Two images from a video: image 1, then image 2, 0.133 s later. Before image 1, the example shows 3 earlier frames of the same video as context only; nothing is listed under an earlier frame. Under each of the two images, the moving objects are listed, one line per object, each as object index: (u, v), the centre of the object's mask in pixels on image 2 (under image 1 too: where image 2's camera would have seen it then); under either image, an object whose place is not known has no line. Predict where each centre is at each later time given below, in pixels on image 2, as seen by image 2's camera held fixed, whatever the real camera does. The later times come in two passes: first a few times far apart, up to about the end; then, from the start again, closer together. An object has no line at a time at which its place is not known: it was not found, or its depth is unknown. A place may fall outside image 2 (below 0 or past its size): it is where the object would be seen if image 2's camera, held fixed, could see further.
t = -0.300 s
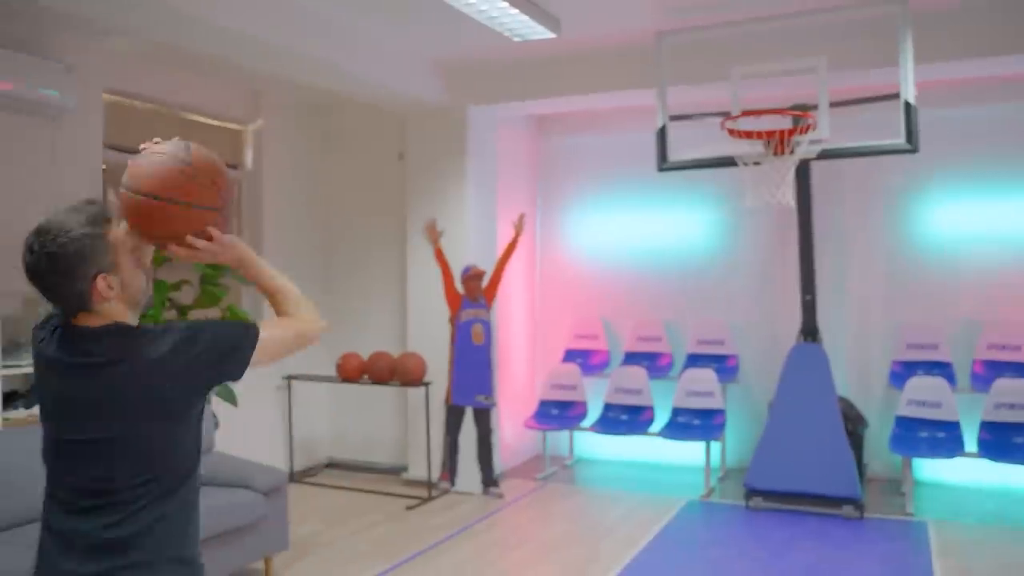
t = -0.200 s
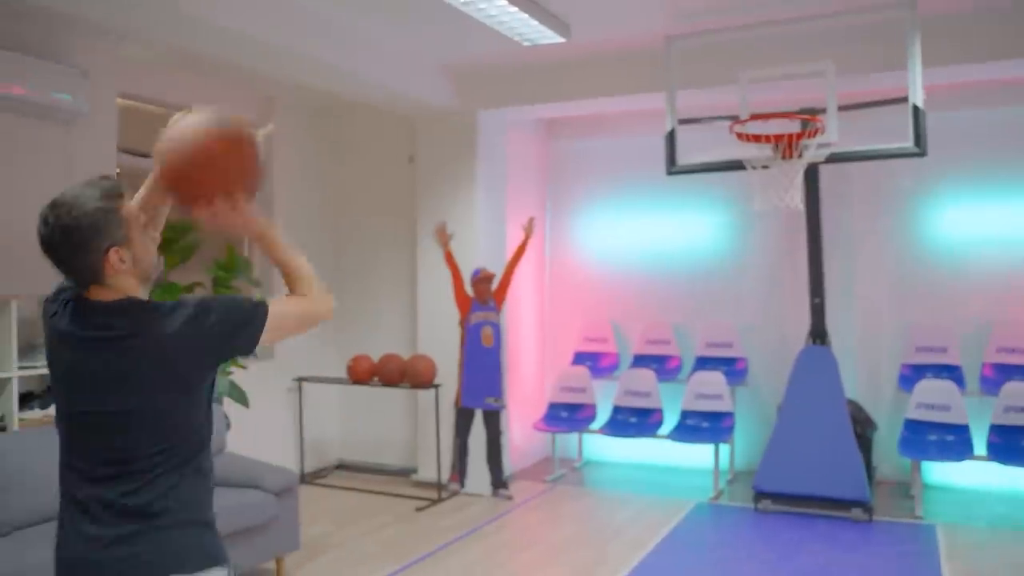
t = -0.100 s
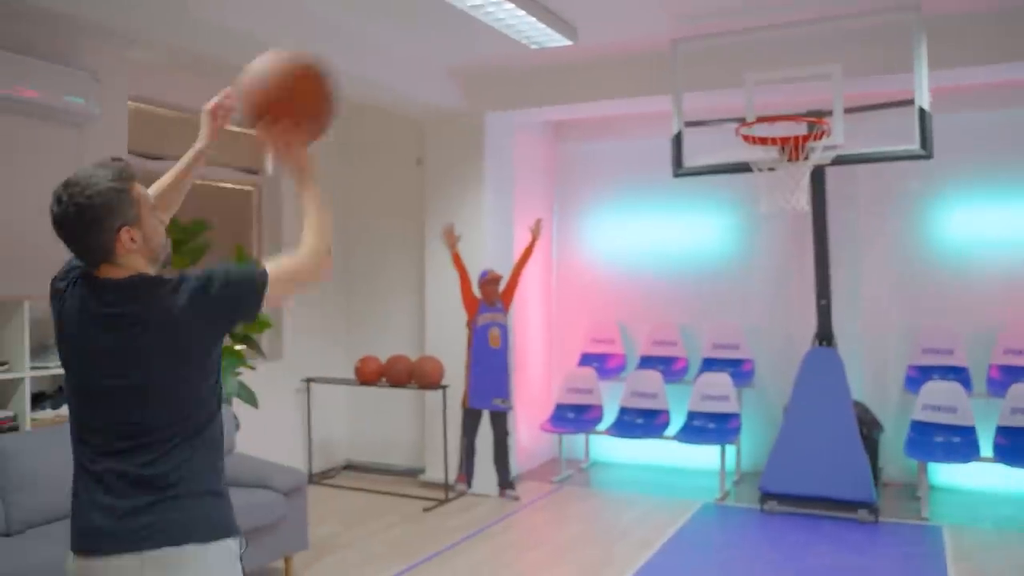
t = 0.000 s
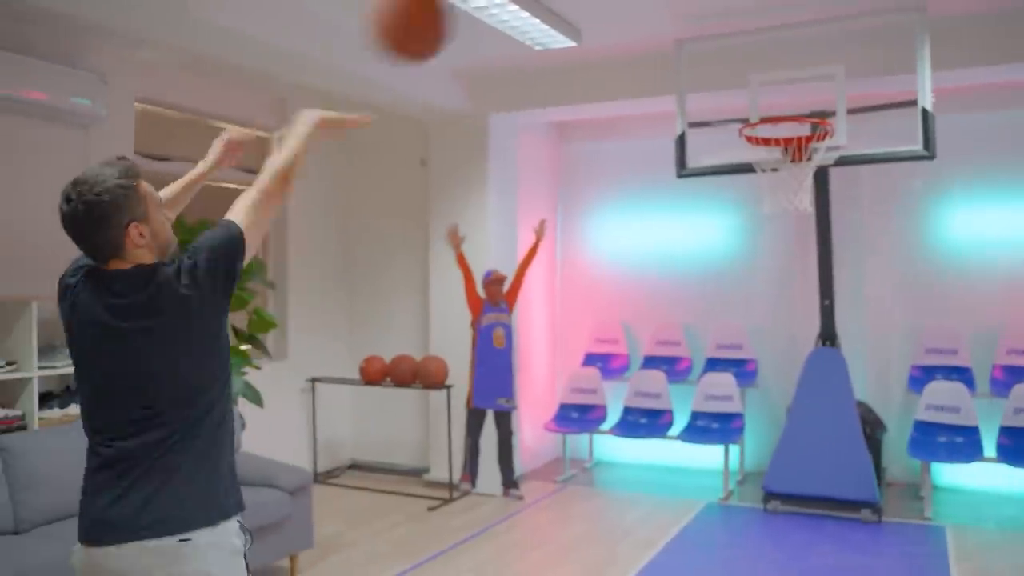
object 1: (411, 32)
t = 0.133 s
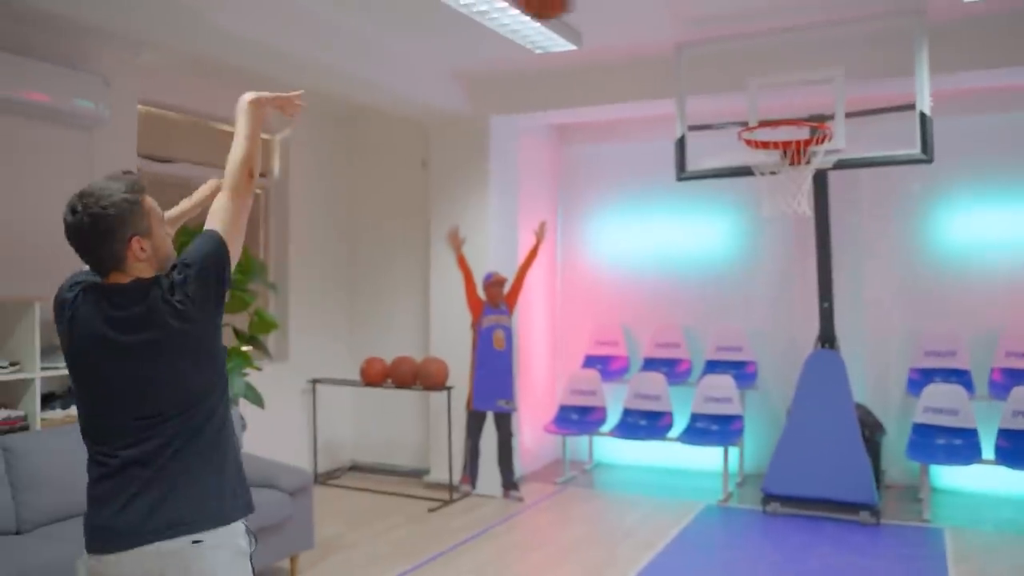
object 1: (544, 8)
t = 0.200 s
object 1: (594, 6)
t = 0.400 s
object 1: (707, 47)
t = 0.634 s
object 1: (756, 68)
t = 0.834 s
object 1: (757, 59)
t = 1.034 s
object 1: (765, 103)
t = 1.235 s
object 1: (793, 135)
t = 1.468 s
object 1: (810, 220)
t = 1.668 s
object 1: (817, 348)
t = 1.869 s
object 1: (822, 542)
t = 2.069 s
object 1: (820, 421)
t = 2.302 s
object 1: (813, 365)
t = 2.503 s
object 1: (807, 391)
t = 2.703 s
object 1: (800, 488)
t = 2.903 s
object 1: (795, 484)
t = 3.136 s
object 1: (791, 448)
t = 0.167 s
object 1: (572, 7)
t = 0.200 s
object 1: (594, 6)
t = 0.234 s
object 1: (618, 7)
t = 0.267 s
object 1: (639, 10)
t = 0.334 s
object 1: (676, 19)
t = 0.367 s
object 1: (693, 32)
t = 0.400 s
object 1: (707, 47)
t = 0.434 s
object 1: (723, 64)
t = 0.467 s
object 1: (737, 81)
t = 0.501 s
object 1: (749, 100)
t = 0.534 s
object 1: (755, 100)
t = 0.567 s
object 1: (756, 87)
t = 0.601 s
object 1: (756, 76)
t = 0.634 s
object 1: (756, 68)
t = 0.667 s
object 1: (756, 62)
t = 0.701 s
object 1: (756, 57)
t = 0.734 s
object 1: (756, 55)
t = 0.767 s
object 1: (756, 54)
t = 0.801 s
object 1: (756, 56)
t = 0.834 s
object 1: (757, 59)
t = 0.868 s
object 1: (757, 65)
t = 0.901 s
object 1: (757, 73)
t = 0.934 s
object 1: (758, 84)
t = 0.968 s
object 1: (759, 96)
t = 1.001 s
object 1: (761, 104)
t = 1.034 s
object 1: (765, 103)
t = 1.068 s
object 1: (770, 102)
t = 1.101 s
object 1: (774, 103)
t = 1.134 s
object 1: (778, 108)
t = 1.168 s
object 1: (782, 114)
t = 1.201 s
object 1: (786, 122)
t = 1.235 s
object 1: (793, 135)
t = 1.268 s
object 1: (796, 146)
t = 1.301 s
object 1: (799, 158)
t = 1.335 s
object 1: (804, 171)
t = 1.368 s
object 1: (804, 178)
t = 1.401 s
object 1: (807, 194)
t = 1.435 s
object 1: (808, 206)
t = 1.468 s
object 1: (810, 220)
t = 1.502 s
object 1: (811, 237)
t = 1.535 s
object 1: (812, 255)
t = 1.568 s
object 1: (814, 276)
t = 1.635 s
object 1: (816, 323)
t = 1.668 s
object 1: (817, 348)
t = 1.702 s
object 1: (818, 377)
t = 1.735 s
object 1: (818, 405)
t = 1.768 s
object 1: (820, 437)
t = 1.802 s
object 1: (821, 470)
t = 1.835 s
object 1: (822, 505)
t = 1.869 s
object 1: (822, 542)
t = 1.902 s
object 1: (823, 520)
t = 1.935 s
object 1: (822, 497)
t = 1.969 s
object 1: (822, 475)
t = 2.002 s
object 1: (821, 456)
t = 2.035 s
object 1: (820, 438)
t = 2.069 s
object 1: (820, 421)
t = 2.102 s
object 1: (819, 407)
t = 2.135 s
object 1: (818, 396)
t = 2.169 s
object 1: (817, 385)
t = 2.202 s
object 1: (816, 377)
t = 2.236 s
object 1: (815, 372)
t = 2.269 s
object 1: (814, 367)
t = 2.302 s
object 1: (813, 365)
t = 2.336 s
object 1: (812, 364)
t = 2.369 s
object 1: (809, 366)
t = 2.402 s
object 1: (808, 369)
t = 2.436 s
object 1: (808, 374)
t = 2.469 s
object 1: (808, 381)
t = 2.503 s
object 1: (807, 391)
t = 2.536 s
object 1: (805, 402)
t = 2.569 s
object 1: (806, 415)
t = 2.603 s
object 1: (803, 430)
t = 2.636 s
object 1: (803, 447)
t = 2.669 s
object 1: (803, 467)
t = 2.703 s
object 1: (800, 488)
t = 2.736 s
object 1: (798, 511)
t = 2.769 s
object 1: (797, 534)
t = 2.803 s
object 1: (796, 527)
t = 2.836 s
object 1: (796, 511)
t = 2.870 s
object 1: (796, 496)
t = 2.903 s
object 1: (795, 484)
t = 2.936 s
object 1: (795, 474)
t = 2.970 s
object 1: (795, 464)
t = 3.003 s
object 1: (794, 457)
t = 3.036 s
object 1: (793, 453)
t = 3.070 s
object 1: (792, 449)
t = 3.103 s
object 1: (792, 448)
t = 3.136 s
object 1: (791, 448)
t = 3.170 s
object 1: (791, 451)
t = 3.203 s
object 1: (790, 455)
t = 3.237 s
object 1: (790, 462)
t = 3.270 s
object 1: (789, 471)
